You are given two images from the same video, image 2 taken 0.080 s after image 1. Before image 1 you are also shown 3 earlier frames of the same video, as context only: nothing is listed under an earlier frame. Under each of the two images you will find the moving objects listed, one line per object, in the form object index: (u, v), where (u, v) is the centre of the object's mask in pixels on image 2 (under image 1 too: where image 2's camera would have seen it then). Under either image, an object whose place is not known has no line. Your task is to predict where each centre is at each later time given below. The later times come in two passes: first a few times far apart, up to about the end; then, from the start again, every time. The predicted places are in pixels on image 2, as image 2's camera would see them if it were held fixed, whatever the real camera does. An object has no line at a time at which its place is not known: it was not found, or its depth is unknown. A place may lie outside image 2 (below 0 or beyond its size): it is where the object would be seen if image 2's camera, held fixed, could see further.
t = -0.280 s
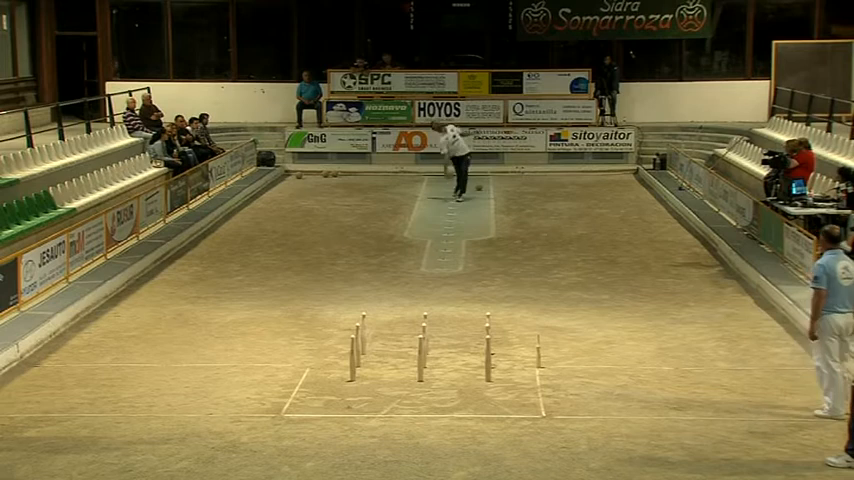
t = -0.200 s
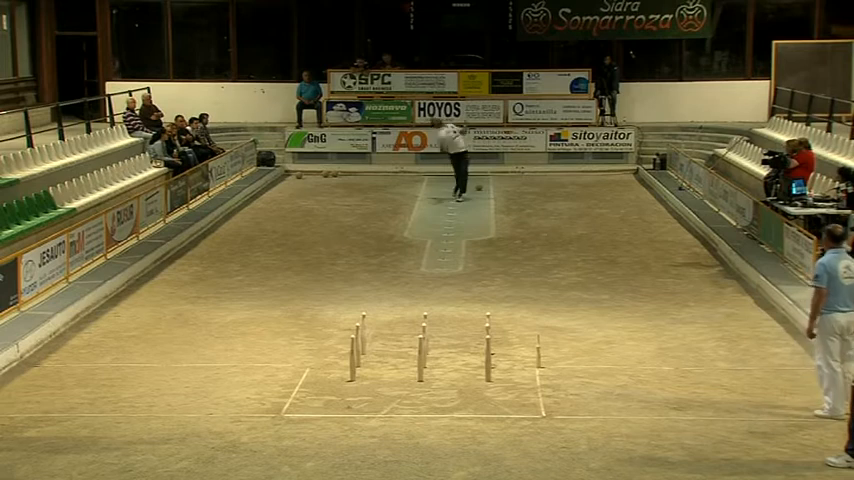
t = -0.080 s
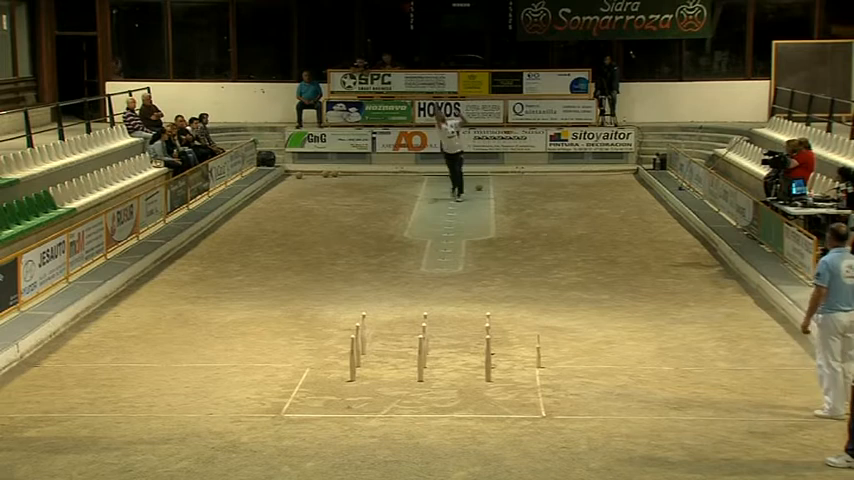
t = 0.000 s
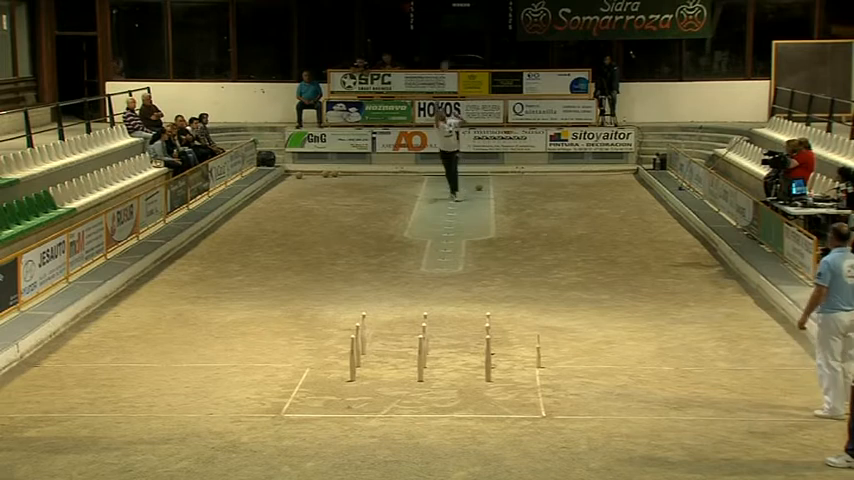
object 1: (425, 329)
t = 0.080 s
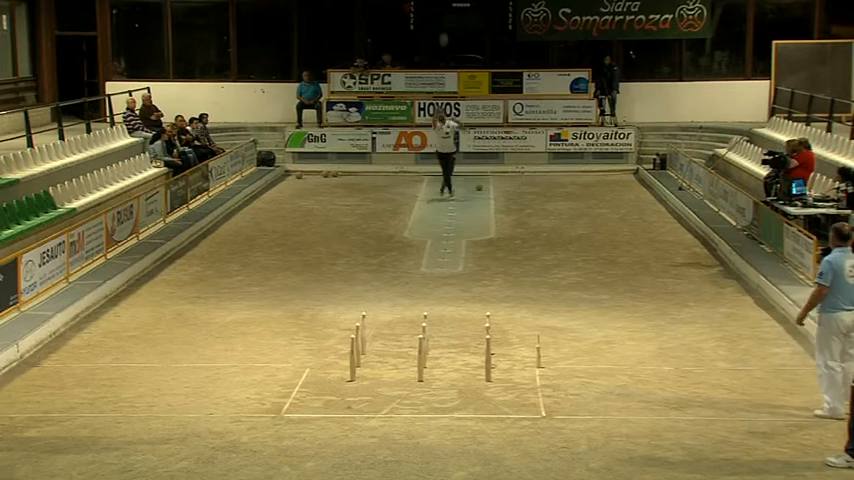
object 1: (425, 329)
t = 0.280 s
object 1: (425, 329)
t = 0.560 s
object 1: (425, 329)
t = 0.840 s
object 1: (425, 329)
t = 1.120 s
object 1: (425, 329)
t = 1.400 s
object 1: (425, 329)
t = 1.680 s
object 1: (425, 330)
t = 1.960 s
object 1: (430, 351)
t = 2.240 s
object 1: (472, 377)
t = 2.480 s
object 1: (488, 396)
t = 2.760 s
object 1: (495, 400)
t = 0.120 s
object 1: (425, 329)
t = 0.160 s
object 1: (425, 329)
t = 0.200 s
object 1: (425, 329)
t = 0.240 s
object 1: (425, 329)
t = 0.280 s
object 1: (425, 329)
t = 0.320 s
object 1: (425, 329)
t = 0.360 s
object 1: (425, 329)
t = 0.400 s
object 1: (425, 329)
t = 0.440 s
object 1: (425, 329)
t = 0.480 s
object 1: (425, 329)
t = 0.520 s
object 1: (425, 329)
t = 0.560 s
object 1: (425, 329)
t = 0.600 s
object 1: (425, 329)
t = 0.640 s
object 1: (425, 329)
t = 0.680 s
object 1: (425, 329)
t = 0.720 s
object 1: (425, 329)
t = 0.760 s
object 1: (425, 329)
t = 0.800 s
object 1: (425, 329)
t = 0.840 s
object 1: (425, 329)
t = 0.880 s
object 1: (425, 329)
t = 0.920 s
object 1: (425, 329)
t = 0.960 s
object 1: (425, 329)
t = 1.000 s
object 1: (425, 329)
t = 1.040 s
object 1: (425, 329)
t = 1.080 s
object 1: (425, 329)
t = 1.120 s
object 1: (425, 329)
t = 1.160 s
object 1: (425, 329)
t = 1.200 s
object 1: (425, 329)
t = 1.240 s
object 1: (425, 329)
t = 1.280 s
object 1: (425, 329)
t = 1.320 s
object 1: (425, 329)
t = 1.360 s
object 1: (425, 329)
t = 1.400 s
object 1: (425, 329)
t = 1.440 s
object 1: (425, 330)
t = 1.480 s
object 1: (425, 329)
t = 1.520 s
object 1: (425, 329)
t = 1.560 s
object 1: (425, 329)
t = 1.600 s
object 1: (425, 329)
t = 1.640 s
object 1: (425, 330)
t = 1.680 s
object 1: (425, 330)
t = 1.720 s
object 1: (425, 329)
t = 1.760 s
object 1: (425, 329)
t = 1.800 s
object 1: (424, 327)
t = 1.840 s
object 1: (424, 328)
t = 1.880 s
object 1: (424, 328)
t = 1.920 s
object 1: (425, 329)
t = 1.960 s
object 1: (430, 351)
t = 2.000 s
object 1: (436, 354)
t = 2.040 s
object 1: (445, 358)
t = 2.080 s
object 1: (452, 362)
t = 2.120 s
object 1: (457, 364)
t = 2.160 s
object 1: (462, 368)
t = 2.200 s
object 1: (467, 372)
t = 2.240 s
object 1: (472, 377)
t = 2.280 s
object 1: (477, 383)
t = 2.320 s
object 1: (481, 391)
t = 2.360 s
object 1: (484, 392)
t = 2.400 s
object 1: (485, 394)
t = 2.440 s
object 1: (488, 395)
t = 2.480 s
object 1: (488, 396)
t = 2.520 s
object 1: (489, 397)
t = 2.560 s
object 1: (490, 398)
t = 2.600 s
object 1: (491, 398)
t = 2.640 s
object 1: (493, 399)
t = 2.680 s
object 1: (493, 400)
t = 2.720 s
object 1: (494, 400)
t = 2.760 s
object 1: (495, 400)
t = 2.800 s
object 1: (496, 401)
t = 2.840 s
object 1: (496, 401)
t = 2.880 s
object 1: (497, 401)
